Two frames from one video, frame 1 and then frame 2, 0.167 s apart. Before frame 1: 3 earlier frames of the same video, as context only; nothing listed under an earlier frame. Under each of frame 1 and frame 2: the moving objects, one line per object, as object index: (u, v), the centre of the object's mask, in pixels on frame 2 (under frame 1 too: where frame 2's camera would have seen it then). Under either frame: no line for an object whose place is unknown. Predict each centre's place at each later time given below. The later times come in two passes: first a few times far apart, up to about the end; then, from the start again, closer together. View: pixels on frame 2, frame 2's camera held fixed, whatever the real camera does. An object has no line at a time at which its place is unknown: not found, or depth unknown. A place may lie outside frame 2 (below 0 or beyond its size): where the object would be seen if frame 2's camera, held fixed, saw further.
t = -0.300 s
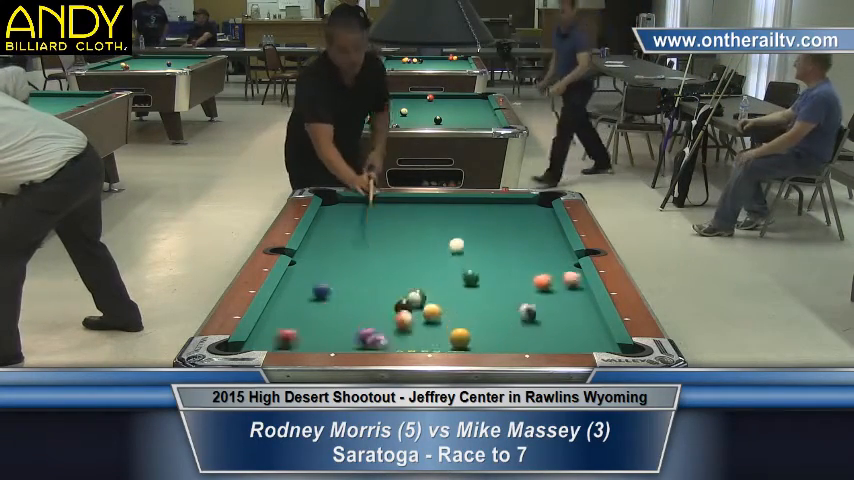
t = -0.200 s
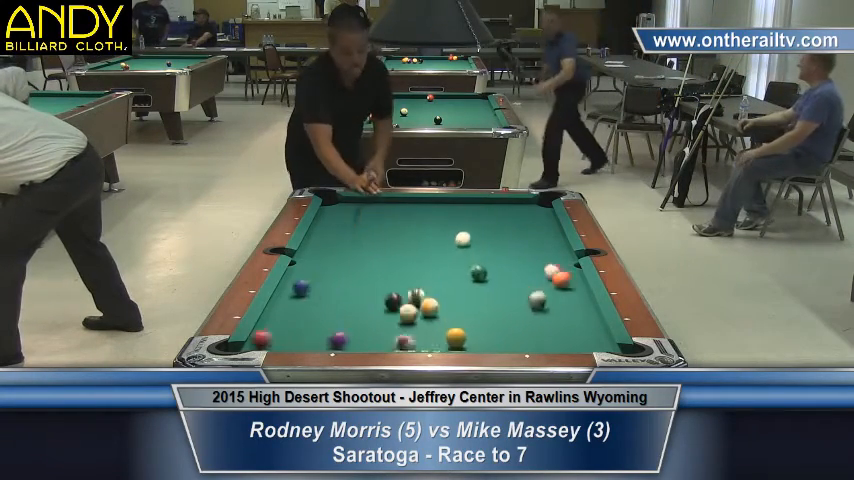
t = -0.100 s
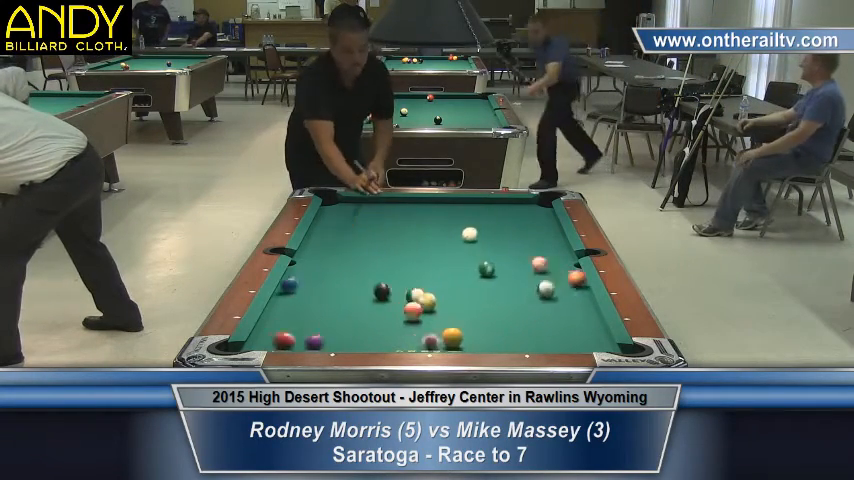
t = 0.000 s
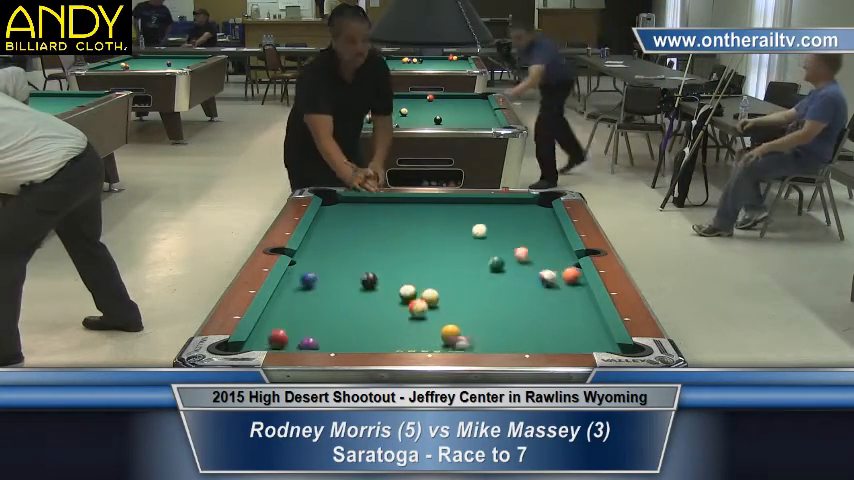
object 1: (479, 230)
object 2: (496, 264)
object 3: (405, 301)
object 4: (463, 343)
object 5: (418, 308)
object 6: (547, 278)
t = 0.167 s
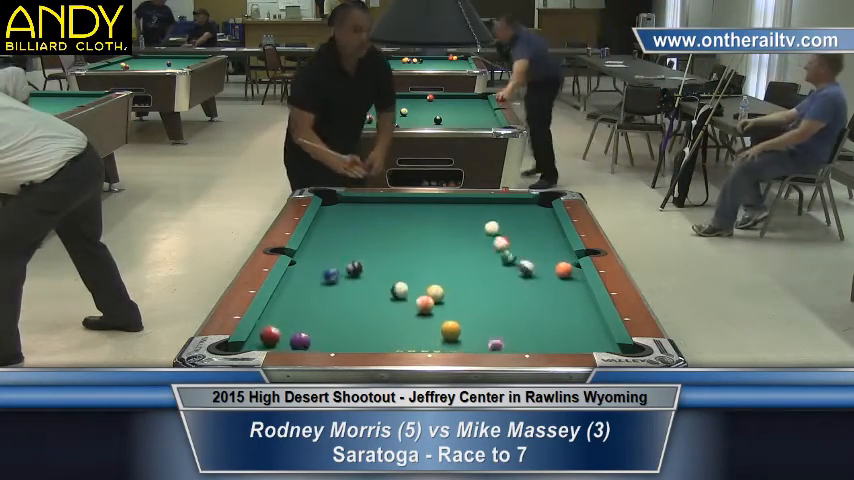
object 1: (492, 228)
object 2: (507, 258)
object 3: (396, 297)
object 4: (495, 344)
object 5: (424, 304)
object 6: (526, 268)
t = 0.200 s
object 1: (494, 227)
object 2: (510, 256)
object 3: (395, 297)
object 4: (508, 345)
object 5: (425, 304)
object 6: (522, 266)
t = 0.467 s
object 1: (513, 223)
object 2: (528, 248)
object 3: (383, 287)
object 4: (567, 343)
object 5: (434, 298)
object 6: (492, 253)
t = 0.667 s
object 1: (526, 221)
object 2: (539, 241)
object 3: (374, 287)
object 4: (606, 344)
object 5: (440, 295)
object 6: (473, 244)
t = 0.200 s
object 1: (494, 227)
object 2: (510, 256)
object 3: (395, 297)
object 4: (508, 345)
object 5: (425, 304)
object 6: (522, 266)
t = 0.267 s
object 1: (499, 226)
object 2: (516, 252)
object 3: (394, 291)
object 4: (522, 345)
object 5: (428, 302)
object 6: (514, 263)
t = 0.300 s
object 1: (501, 226)
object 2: (518, 252)
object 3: (392, 294)
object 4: (528, 344)
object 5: (429, 301)
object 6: (510, 261)
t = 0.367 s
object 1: (506, 225)
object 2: (521, 251)
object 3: (388, 293)
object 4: (544, 345)
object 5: (431, 300)
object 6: (503, 258)
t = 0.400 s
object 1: (508, 224)
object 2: (523, 250)
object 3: (387, 289)
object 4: (553, 344)
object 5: (432, 300)
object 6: (501, 256)
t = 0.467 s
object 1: (513, 223)
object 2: (528, 248)
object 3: (383, 287)
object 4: (567, 343)
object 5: (434, 298)
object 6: (492, 253)
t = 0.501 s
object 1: (515, 223)
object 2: (530, 246)
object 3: (381, 290)
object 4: (576, 344)
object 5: (435, 298)
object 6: (489, 251)
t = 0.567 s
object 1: (519, 222)
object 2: (534, 244)
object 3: (379, 284)
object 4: (591, 344)
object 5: (437, 297)
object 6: (483, 248)
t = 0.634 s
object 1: (524, 221)
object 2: (538, 243)
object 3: (375, 288)
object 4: (606, 344)
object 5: (439, 295)
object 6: (476, 246)
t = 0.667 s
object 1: (526, 221)
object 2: (539, 241)
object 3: (374, 287)
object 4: (606, 344)
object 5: (440, 295)
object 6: (473, 244)
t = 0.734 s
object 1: (530, 220)
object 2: (544, 239)
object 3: (369, 288)
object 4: (599, 344)
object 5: (442, 293)
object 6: (468, 240)
